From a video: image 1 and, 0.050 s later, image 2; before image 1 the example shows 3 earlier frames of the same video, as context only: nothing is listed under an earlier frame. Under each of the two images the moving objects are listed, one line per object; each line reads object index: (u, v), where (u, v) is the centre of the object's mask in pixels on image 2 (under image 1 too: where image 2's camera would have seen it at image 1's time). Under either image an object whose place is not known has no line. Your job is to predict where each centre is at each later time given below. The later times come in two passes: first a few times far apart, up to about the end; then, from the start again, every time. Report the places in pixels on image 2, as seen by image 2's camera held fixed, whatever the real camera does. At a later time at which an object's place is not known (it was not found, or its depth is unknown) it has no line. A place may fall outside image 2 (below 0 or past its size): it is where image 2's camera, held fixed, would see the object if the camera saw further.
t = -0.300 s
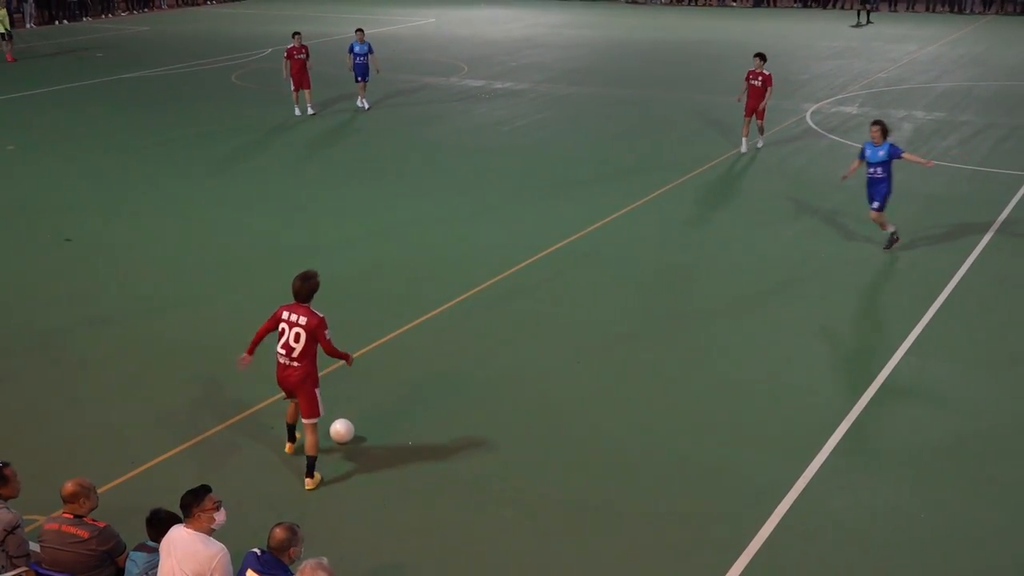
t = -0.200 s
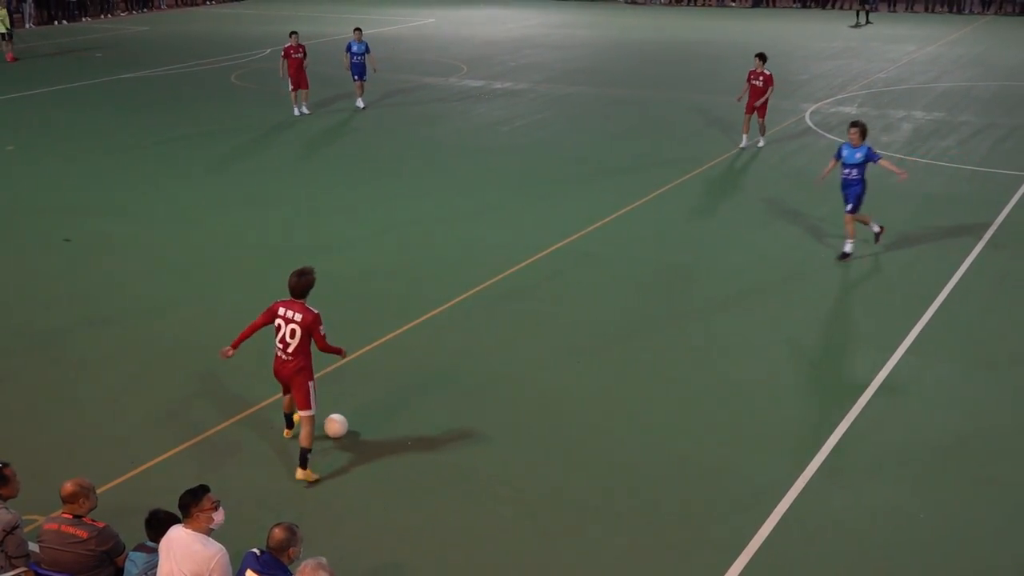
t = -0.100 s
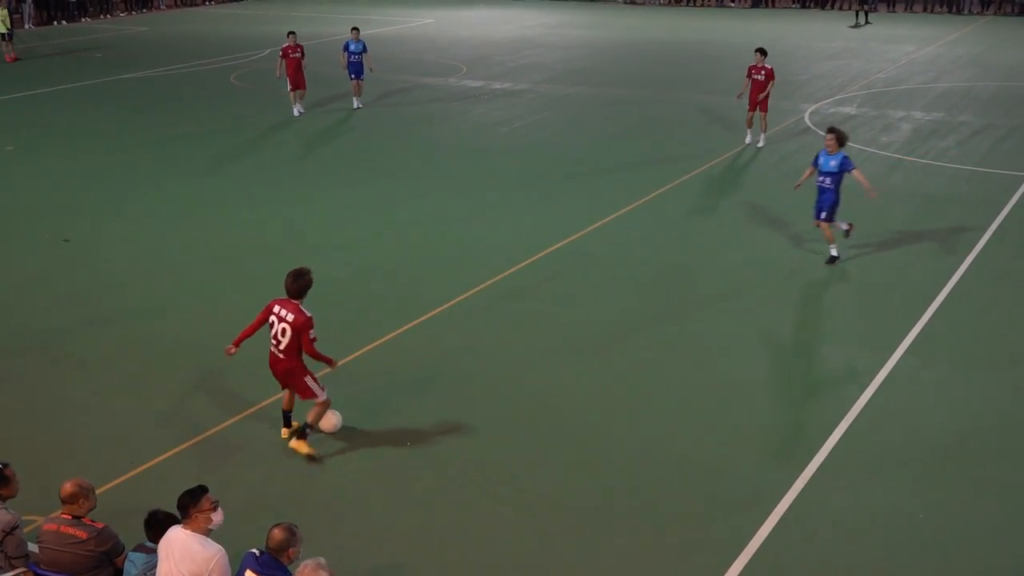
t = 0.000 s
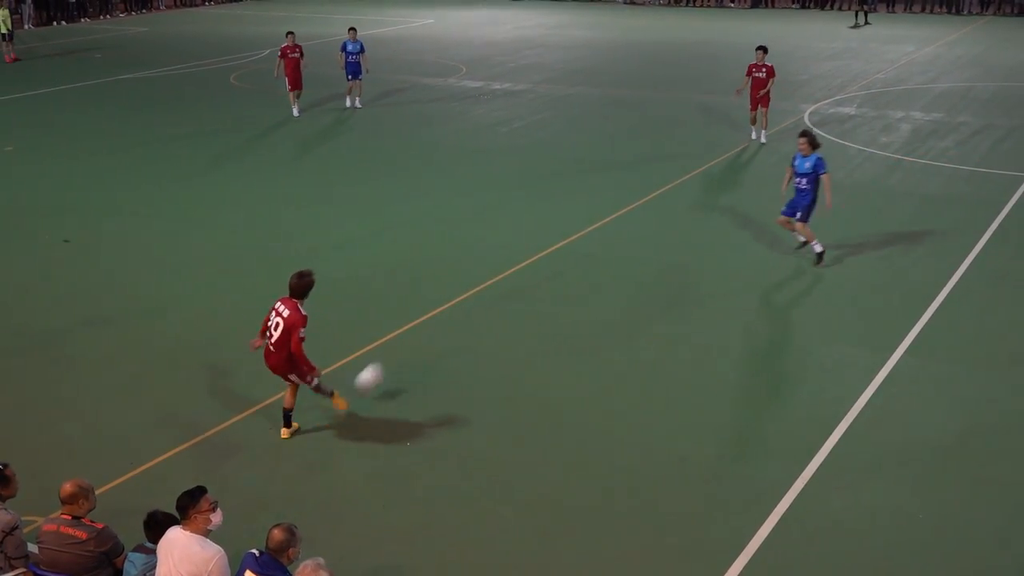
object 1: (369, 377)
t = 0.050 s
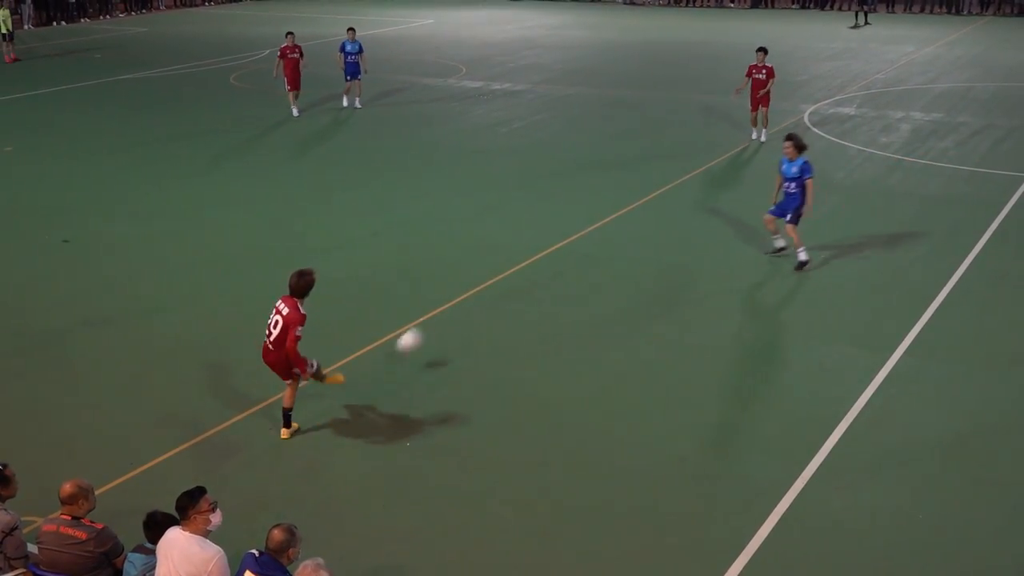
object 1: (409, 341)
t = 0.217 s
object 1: (516, 256)
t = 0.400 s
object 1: (595, 214)
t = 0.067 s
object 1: (422, 330)
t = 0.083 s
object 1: (434, 319)
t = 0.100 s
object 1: (446, 309)
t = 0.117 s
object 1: (456, 300)
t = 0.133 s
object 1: (467, 292)
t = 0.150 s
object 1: (477, 283)
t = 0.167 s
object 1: (488, 276)
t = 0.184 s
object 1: (497, 269)
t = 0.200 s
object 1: (507, 262)
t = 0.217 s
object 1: (516, 256)
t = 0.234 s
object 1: (524, 250)
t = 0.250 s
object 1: (532, 245)
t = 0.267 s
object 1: (540, 240)
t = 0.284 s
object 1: (548, 236)
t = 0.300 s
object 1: (556, 232)
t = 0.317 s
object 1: (563, 228)
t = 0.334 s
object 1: (570, 225)
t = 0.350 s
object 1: (576, 221)
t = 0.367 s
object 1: (583, 219)
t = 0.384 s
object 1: (589, 217)
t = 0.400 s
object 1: (595, 214)
